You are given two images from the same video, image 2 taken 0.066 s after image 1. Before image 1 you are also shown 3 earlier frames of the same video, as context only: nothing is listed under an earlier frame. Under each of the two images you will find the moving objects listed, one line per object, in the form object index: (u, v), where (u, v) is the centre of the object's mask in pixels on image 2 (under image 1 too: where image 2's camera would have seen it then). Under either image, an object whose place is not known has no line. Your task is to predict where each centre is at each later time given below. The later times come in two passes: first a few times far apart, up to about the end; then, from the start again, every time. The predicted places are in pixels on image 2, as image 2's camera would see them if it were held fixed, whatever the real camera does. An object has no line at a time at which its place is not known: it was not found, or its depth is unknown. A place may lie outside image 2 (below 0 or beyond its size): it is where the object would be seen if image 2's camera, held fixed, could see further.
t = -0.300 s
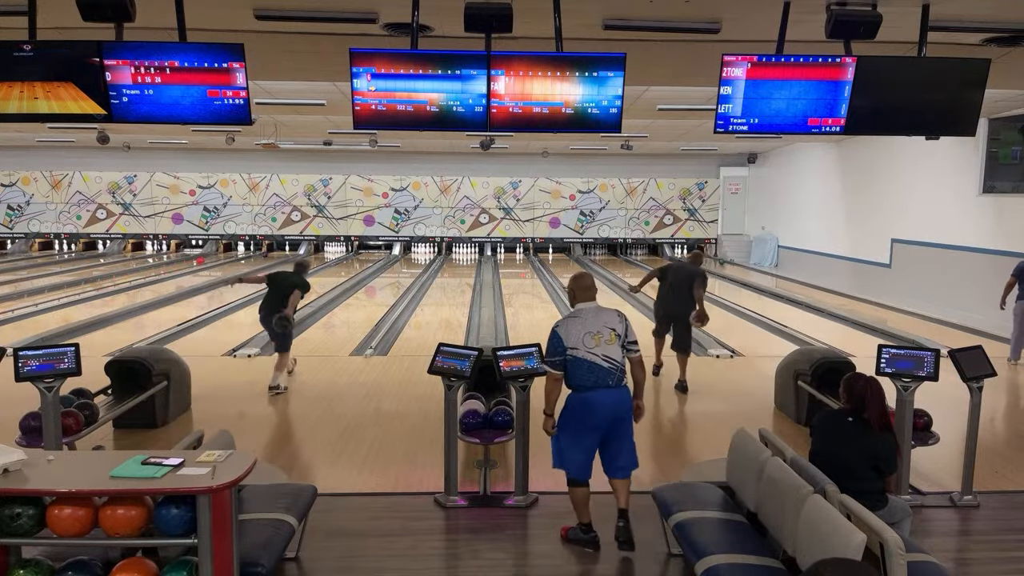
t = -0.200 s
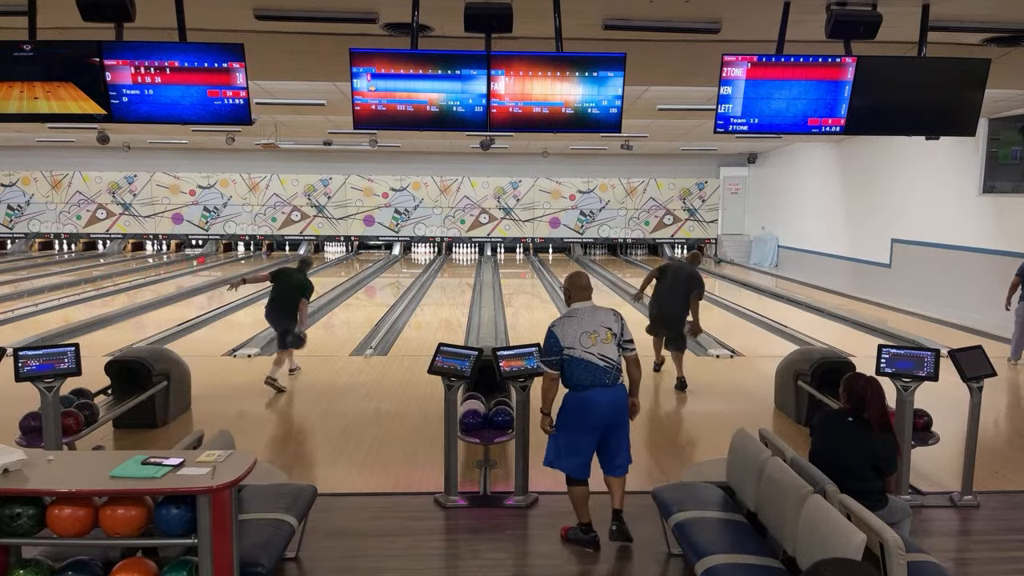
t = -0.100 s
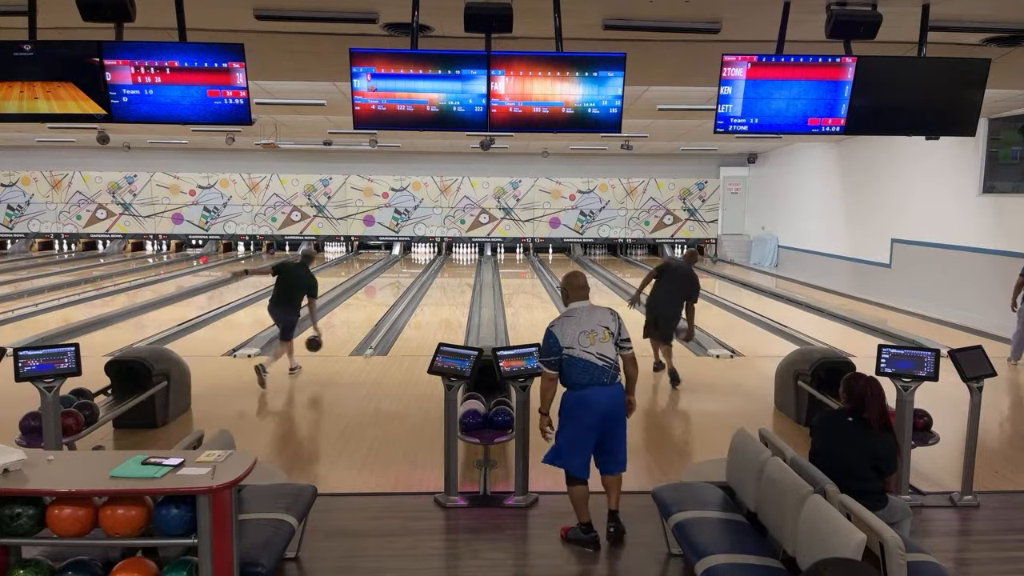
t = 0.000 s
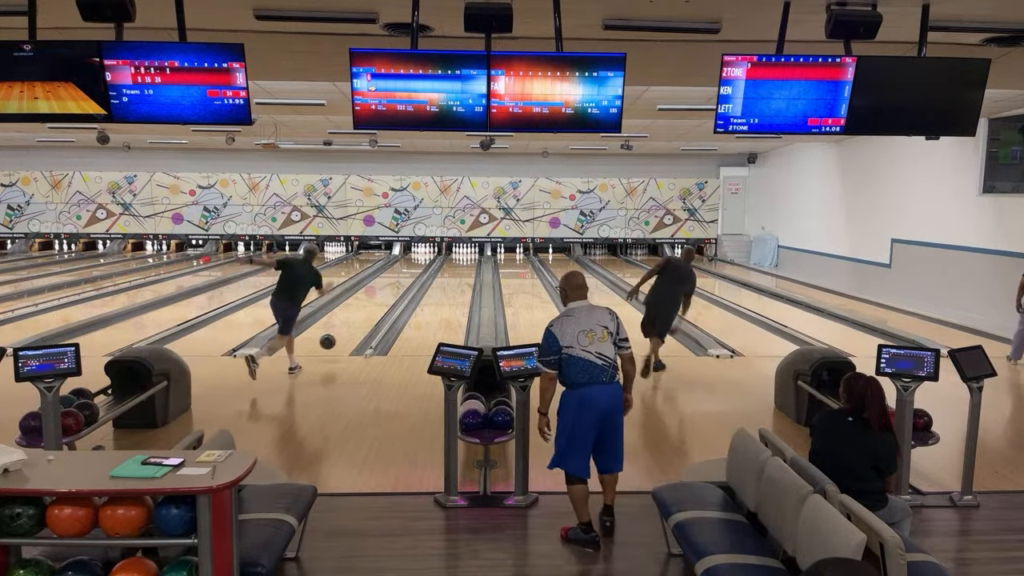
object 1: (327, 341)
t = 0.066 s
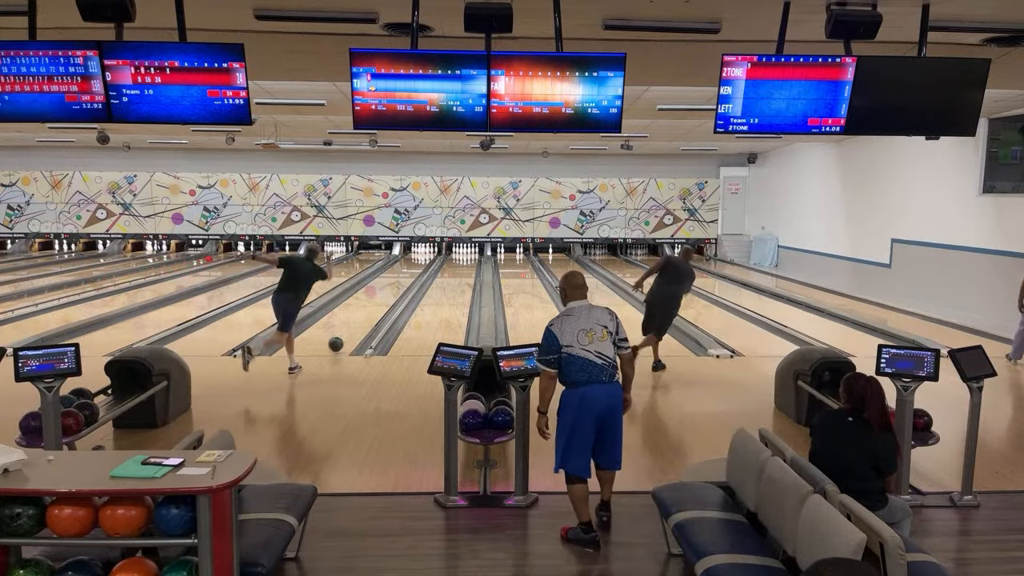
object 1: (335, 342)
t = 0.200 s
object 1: (349, 333)
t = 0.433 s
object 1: (368, 315)
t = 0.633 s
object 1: (381, 303)
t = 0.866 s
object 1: (392, 292)
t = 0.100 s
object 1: (339, 341)
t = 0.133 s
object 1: (343, 338)
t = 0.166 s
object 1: (346, 335)
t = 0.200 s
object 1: (349, 333)
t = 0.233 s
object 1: (352, 330)
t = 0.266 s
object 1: (355, 327)
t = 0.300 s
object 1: (358, 325)
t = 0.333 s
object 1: (361, 322)
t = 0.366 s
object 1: (363, 320)
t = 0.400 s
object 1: (366, 317)
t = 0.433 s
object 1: (368, 315)
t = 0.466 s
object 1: (370, 313)
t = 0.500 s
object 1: (373, 311)
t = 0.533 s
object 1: (375, 309)
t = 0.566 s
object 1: (377, 307)
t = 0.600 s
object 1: (379, 305)
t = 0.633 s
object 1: (381, 303)
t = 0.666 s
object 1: (383, 302)
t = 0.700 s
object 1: (384, 300)
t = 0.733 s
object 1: (386, 298)
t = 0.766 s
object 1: (388, 297)
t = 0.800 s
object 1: (389, 295)
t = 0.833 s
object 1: (391, 294)
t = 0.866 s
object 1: (392, 292)
